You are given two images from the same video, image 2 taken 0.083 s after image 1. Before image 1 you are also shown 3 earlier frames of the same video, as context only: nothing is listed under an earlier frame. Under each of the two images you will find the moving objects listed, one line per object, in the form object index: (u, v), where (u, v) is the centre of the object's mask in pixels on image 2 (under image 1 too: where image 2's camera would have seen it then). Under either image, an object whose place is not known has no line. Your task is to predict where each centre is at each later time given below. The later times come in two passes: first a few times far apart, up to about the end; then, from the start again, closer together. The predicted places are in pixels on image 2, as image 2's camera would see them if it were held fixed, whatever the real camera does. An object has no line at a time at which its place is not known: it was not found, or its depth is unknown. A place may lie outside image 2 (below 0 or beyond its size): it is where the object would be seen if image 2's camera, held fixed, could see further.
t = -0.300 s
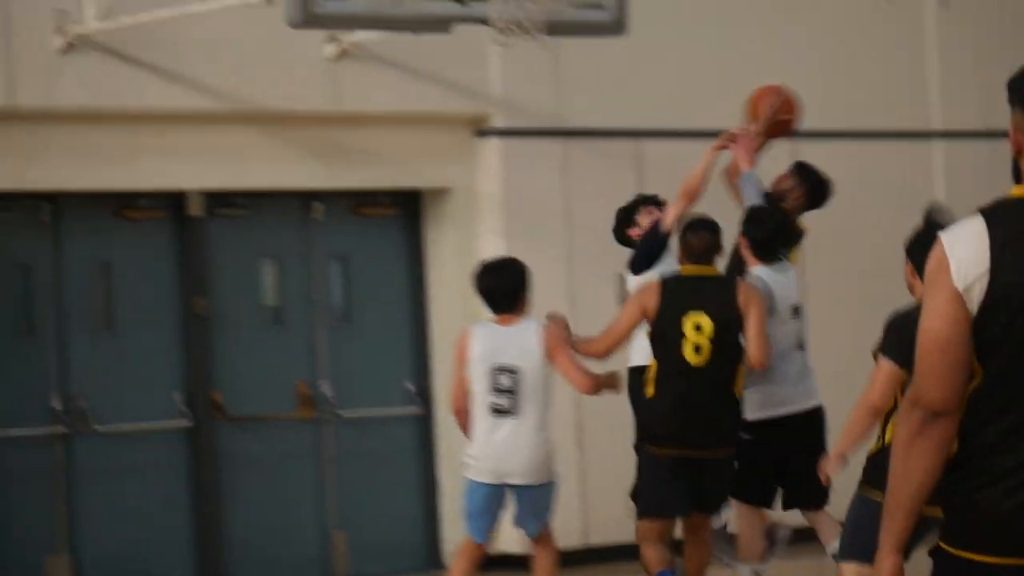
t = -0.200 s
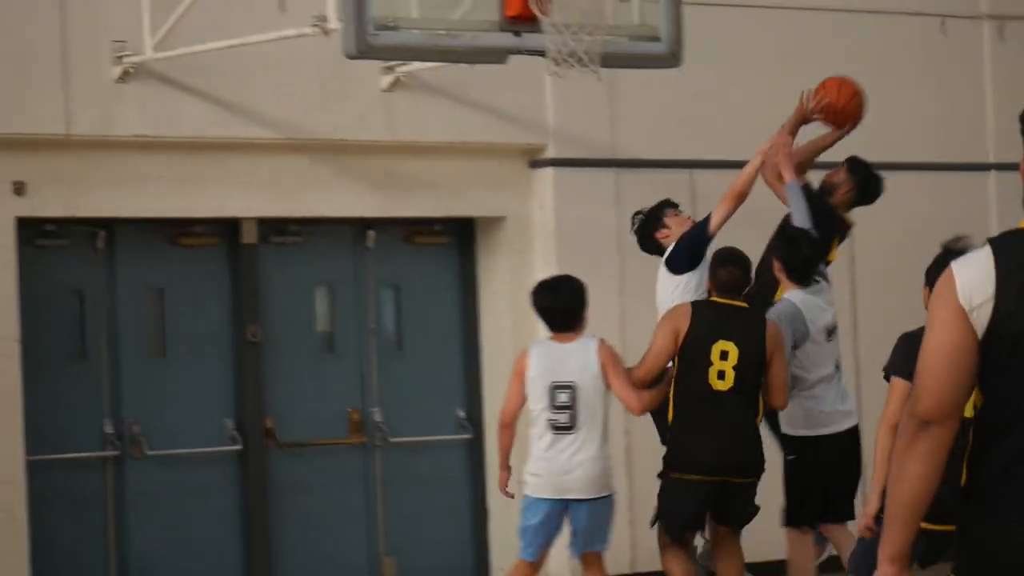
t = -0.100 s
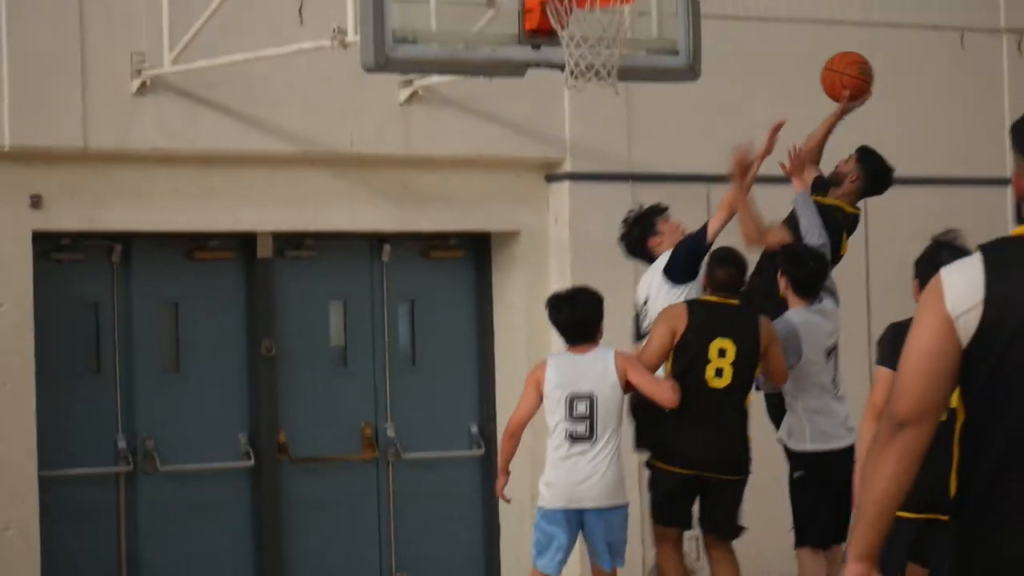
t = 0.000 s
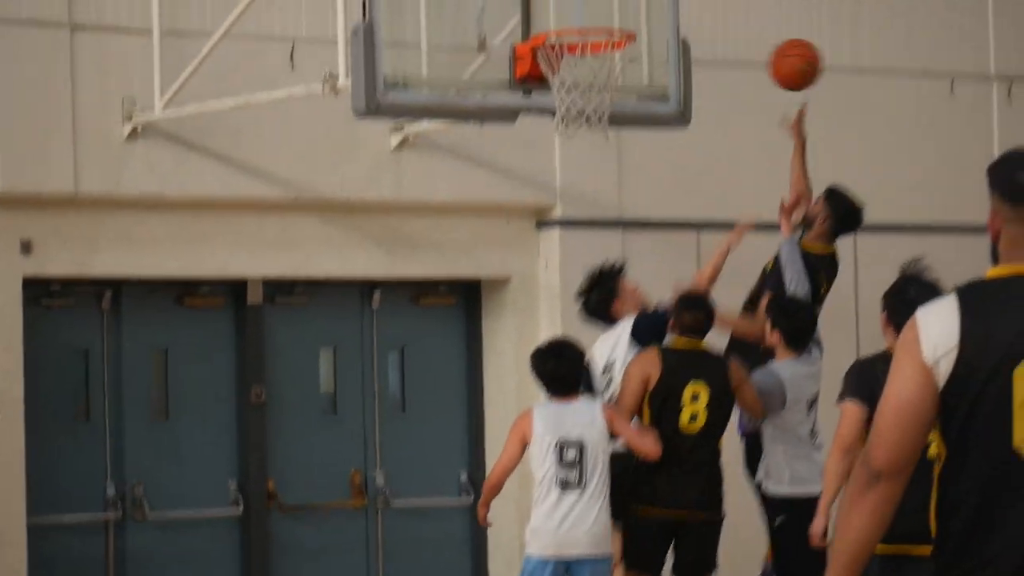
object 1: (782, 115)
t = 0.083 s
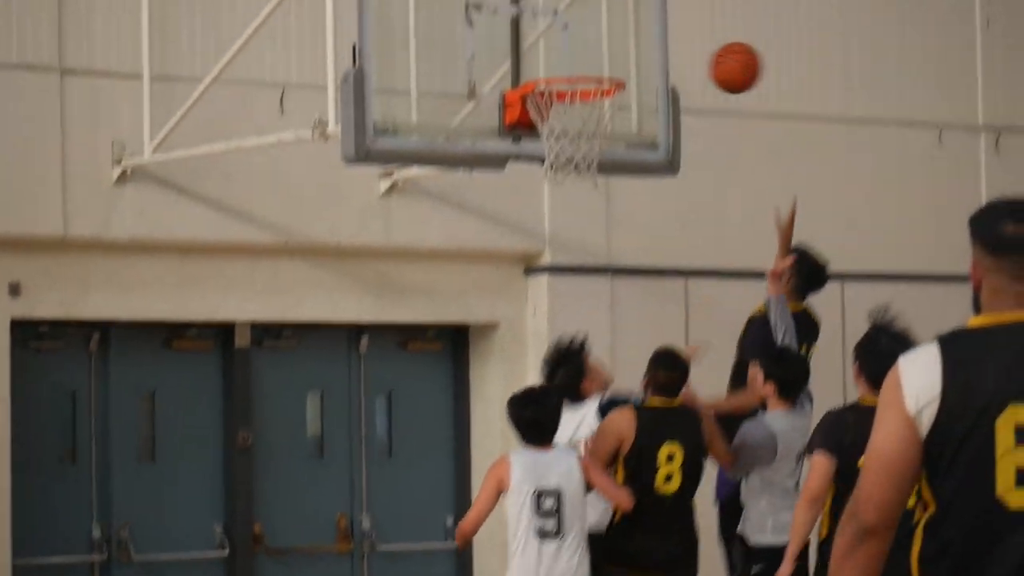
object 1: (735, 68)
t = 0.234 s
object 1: (652, 24)
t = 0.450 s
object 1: (566, 41)
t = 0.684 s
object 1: (590, 121)
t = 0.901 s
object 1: (583, 147)
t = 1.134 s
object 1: (553, 242)
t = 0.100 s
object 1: (725, 60)
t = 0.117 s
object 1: (716, 53)
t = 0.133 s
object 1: (707, 47)
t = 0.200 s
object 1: (670, 29)
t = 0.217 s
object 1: (661, 26)
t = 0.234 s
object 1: (652, 24)
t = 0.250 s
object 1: (643, 22)
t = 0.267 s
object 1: (633, 20)
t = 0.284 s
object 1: (625, 20)
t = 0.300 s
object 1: (615, 19)
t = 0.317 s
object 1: (606, 20)
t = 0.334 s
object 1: (597, 21)
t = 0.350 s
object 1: (588, 23)
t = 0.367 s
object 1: (579, 25)
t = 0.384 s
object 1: (571, 28)
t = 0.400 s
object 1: (563, 31)
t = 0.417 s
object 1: (563, 34)
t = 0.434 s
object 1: (565, 37)
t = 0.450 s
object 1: (566, 41)
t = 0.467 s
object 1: (568, 45)
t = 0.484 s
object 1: (570, 50)
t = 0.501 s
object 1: (572, 54)
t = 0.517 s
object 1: (573, 60)
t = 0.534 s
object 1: (575, 67)
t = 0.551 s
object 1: (576, 76)
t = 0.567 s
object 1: (579, 84)
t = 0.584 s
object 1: (581, 93)
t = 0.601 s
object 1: (583, 101)
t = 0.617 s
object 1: (587, 111)
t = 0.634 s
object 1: (588, 114)
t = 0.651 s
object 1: (589, 118)
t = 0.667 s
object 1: (590, 119)
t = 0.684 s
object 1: (590, 121)
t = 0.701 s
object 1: (591, 120)
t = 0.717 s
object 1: (592, 122)
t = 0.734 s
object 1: (591, 122)
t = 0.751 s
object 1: (591, 123)
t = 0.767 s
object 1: (591, 125)
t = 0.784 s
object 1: (591, 126)
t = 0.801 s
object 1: (591, 128)
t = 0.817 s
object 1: (590, 130)
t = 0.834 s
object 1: (589, 134)
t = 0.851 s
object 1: (589, 137)
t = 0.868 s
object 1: (587, 141)
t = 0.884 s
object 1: (586, 144)
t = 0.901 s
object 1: (583, 147)
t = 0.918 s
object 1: (582, 151)
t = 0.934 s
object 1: (580, 155)
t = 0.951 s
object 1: (578, 160)
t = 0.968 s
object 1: (576, 164)
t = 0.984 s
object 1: (574, 170)
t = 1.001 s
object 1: (571, 174)
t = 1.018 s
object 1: (568, 181)
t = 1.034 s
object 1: (567, 189)
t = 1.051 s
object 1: (564, 197)
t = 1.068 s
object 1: (562, 202)
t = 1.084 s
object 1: (560, 212)
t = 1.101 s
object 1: (558, 221)
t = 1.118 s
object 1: (555, 231)
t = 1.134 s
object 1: (553, 242)
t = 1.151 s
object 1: (551, 253)
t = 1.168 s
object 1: (549, 265)
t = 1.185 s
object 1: (547, 276)
